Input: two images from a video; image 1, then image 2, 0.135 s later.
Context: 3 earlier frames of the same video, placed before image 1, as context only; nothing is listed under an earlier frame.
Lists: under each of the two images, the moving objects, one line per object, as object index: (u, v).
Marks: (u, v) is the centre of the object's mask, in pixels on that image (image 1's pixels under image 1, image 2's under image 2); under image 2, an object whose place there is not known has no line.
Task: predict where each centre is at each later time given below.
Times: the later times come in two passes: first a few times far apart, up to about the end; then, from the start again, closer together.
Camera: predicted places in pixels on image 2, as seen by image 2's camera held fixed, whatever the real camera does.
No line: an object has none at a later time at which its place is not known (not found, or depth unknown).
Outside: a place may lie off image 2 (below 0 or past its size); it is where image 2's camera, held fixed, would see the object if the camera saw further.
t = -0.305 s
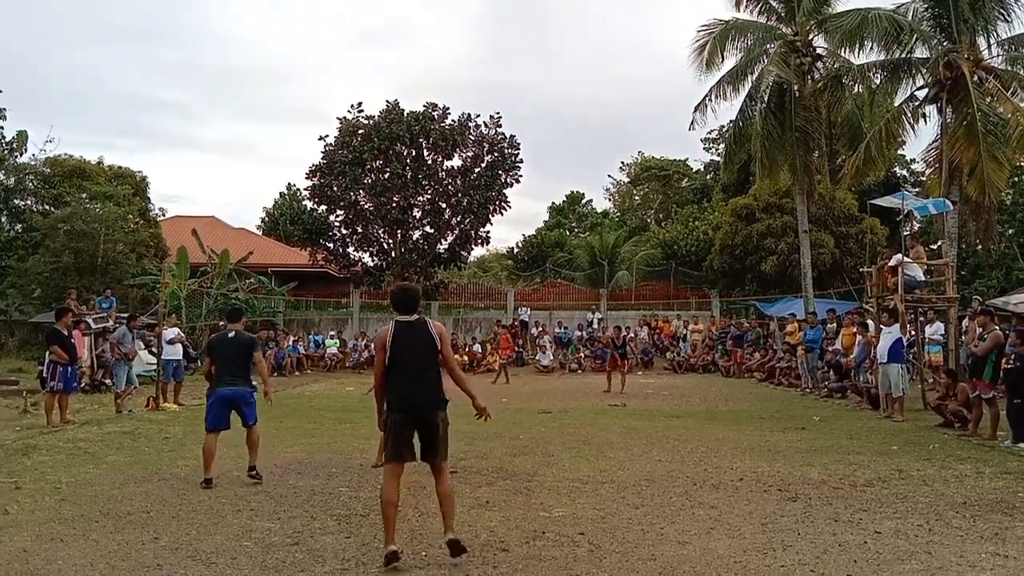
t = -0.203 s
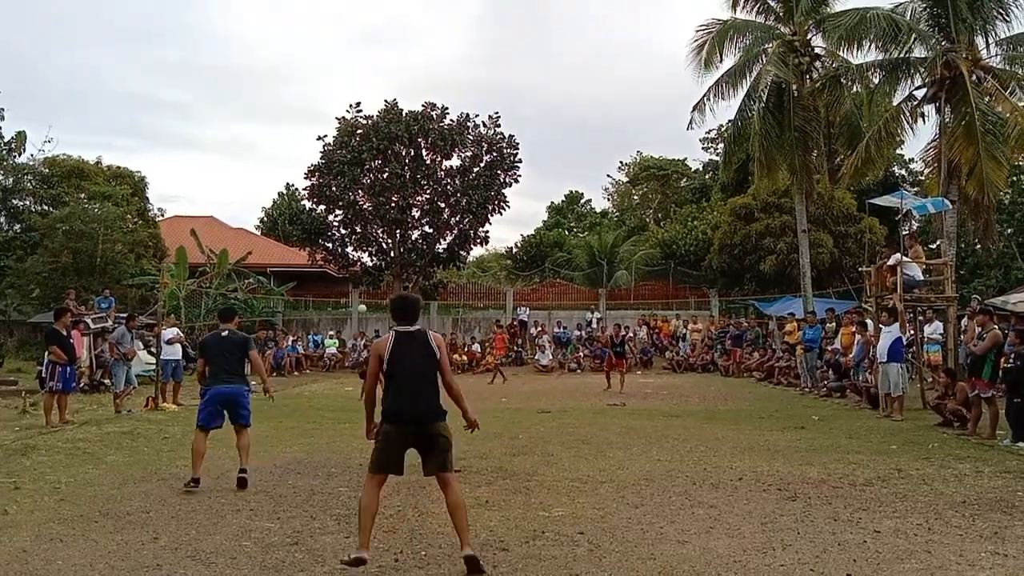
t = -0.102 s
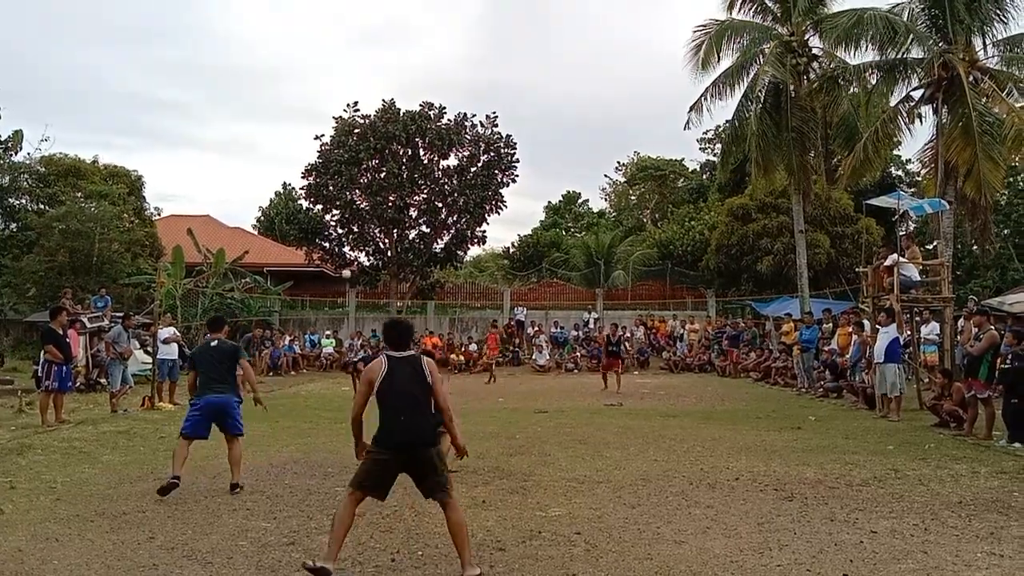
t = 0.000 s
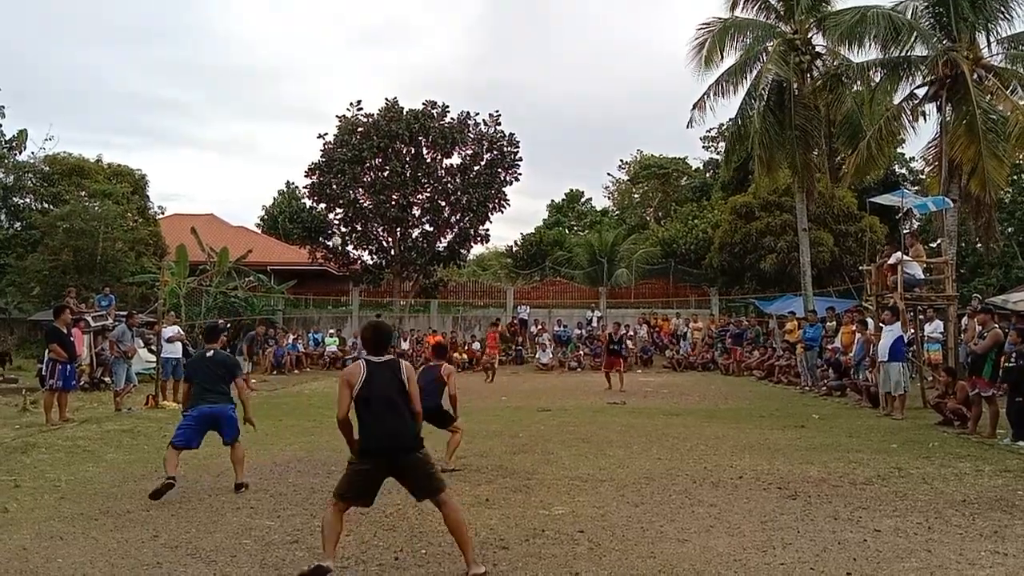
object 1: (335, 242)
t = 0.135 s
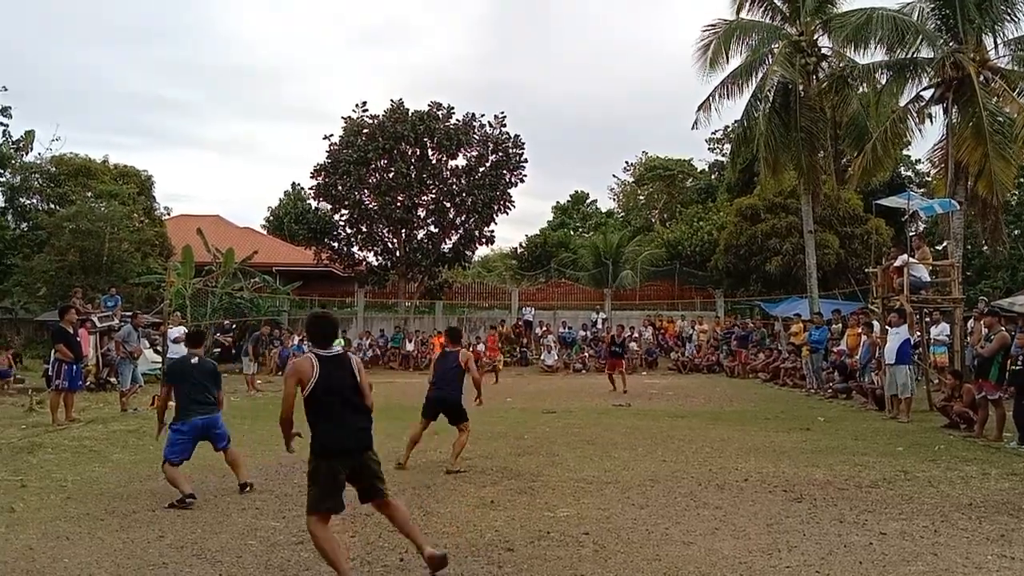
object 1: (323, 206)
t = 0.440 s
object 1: (274, 154)
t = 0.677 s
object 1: (228, 149)
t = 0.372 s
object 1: (286, 162)
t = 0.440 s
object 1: (274, 154)
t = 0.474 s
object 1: (268, 151)
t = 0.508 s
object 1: (262, 149)
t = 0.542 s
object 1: (255, 147)
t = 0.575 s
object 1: (249, 147)
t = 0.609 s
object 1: (242, 147)
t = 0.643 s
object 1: (235, 147)
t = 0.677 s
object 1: (228, 149)
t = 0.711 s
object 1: (220, 151)
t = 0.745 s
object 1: (212, 155)
